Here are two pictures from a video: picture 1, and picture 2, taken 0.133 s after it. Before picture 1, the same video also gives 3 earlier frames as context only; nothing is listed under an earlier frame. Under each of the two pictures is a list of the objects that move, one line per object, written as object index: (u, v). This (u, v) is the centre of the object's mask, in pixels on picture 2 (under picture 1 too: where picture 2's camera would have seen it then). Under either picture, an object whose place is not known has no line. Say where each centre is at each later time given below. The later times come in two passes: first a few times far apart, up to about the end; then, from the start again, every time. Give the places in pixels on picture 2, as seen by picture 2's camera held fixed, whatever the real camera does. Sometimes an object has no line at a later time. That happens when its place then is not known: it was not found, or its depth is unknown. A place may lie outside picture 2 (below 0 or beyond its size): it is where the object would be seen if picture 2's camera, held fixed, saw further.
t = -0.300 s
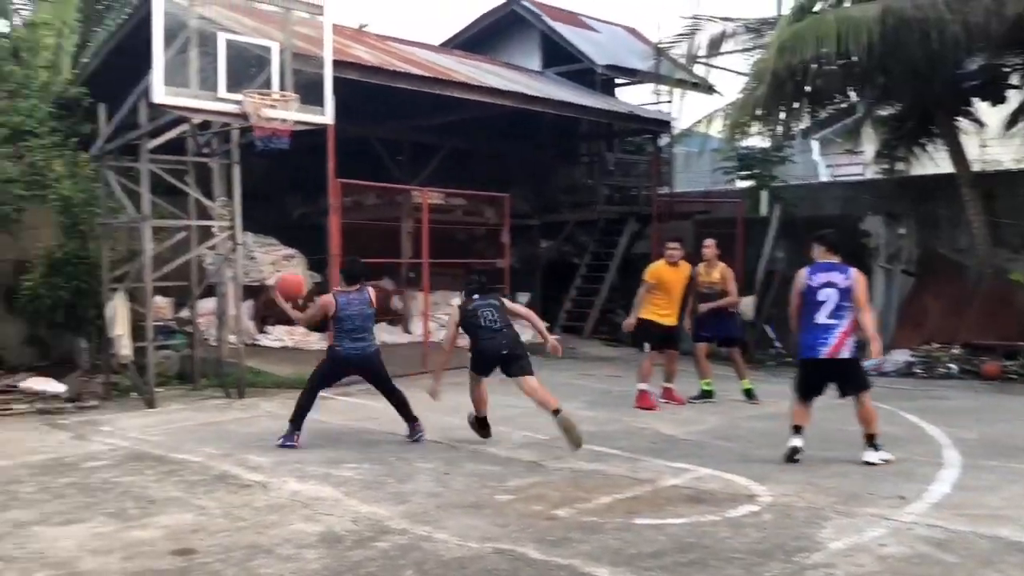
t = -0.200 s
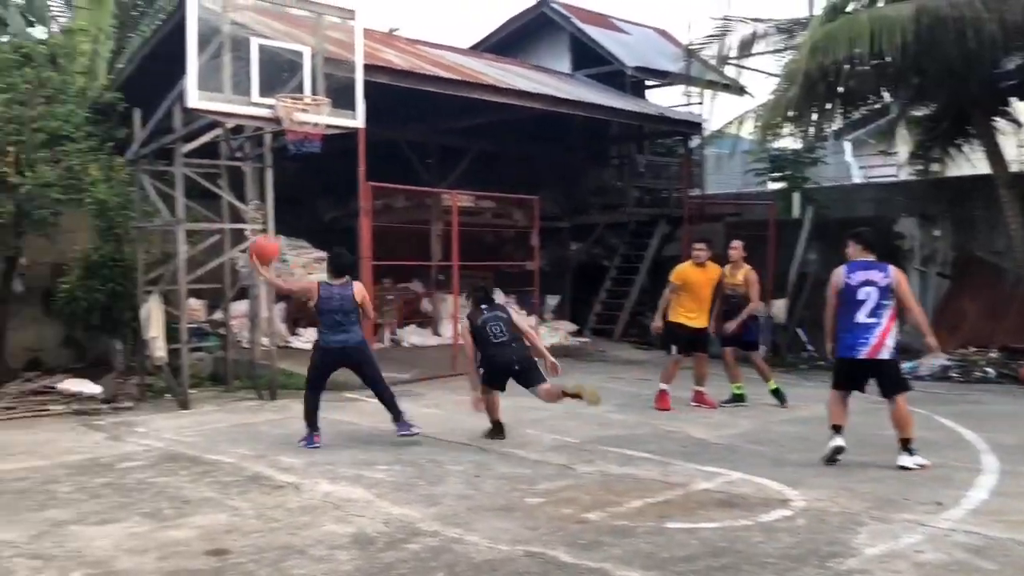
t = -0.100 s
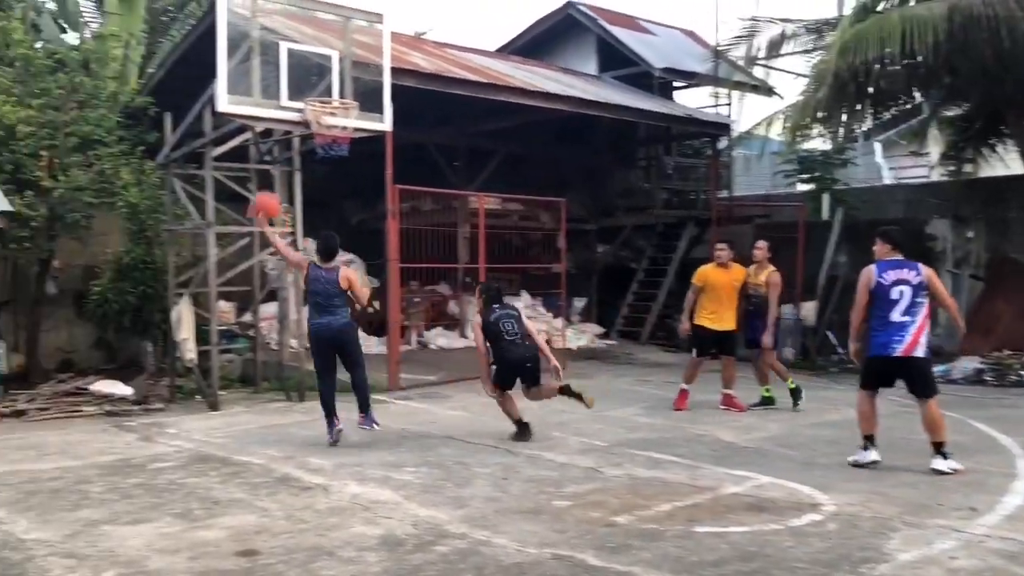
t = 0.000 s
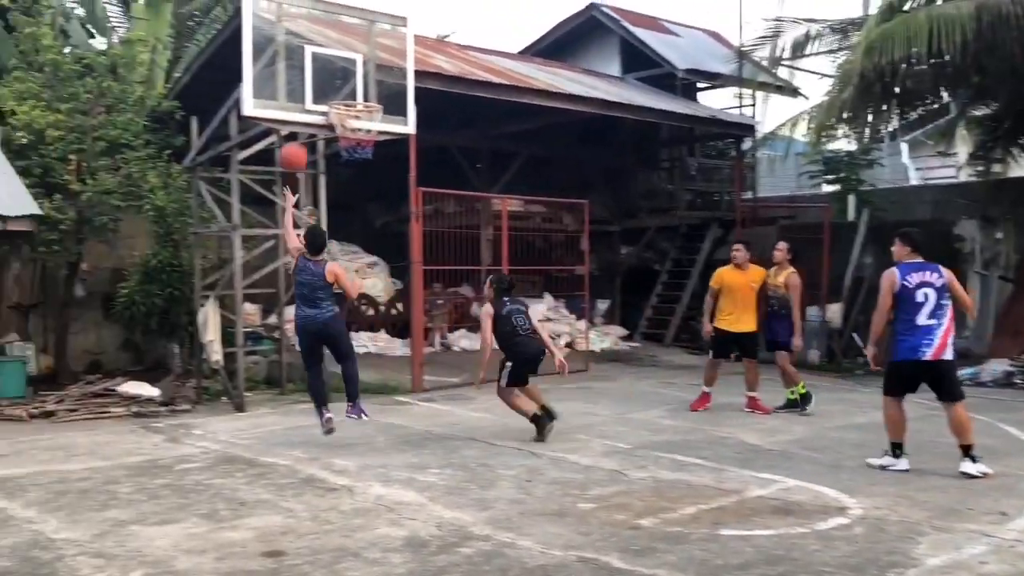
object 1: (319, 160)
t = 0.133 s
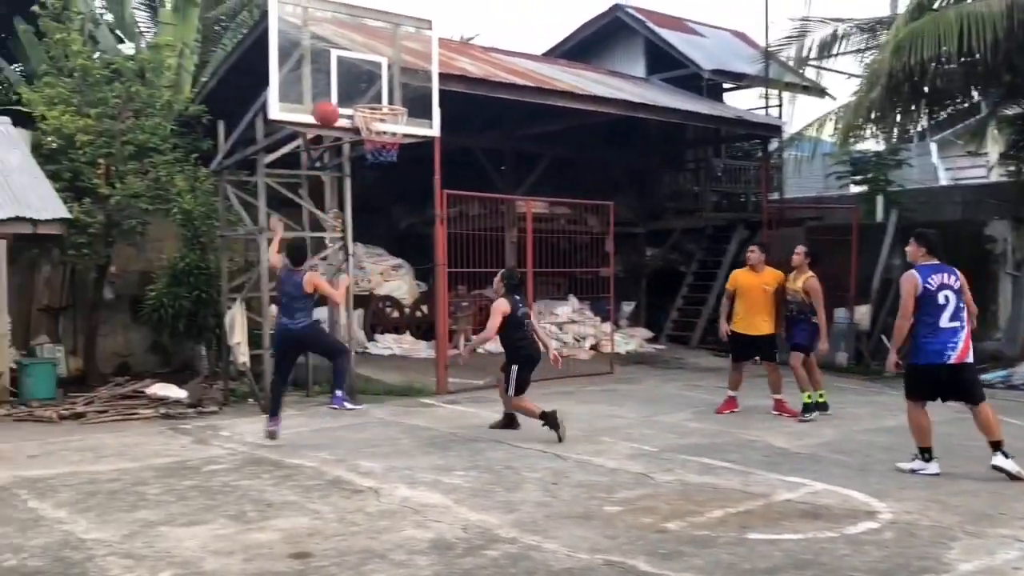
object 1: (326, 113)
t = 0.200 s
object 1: (330, 97)
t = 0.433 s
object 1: (357, 74)
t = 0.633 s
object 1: (401, 93)
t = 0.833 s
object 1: (408, 87)
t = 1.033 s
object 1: (420, 102)
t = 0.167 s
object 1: (327, 104)
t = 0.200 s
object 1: (330, 97)
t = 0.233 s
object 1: (332, 91)
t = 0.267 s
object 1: (334, 87)
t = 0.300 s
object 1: (335, 83)
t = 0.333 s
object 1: (337, 81)
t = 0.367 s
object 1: (344, 77)
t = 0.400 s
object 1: (352, 75)
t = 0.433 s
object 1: (357, 74)
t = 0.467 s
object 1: (363, 74)
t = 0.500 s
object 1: (370, 75)
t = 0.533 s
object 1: (377, 78)
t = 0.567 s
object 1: (385, 83)
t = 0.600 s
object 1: (393, 87)
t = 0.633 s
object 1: (401, 93)
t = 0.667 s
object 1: (402, 95)
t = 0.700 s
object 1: (403, 93)
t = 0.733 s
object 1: (405, 90)
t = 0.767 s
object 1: (406, 88)
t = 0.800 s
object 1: (407, 87)
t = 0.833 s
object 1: (408, 87)
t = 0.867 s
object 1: (409, 88)
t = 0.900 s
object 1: (411, 90)
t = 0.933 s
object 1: (412, 94)
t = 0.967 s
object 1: (413, 99)
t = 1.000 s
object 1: (416, 100)
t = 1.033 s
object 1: (420, 102)
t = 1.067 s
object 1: (424, 105)
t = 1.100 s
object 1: (427, 112)
